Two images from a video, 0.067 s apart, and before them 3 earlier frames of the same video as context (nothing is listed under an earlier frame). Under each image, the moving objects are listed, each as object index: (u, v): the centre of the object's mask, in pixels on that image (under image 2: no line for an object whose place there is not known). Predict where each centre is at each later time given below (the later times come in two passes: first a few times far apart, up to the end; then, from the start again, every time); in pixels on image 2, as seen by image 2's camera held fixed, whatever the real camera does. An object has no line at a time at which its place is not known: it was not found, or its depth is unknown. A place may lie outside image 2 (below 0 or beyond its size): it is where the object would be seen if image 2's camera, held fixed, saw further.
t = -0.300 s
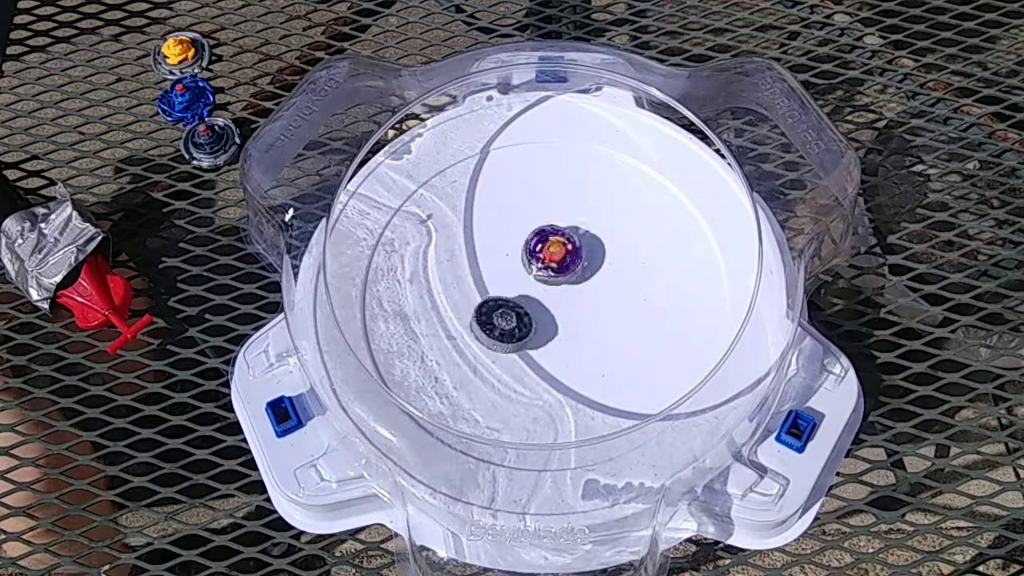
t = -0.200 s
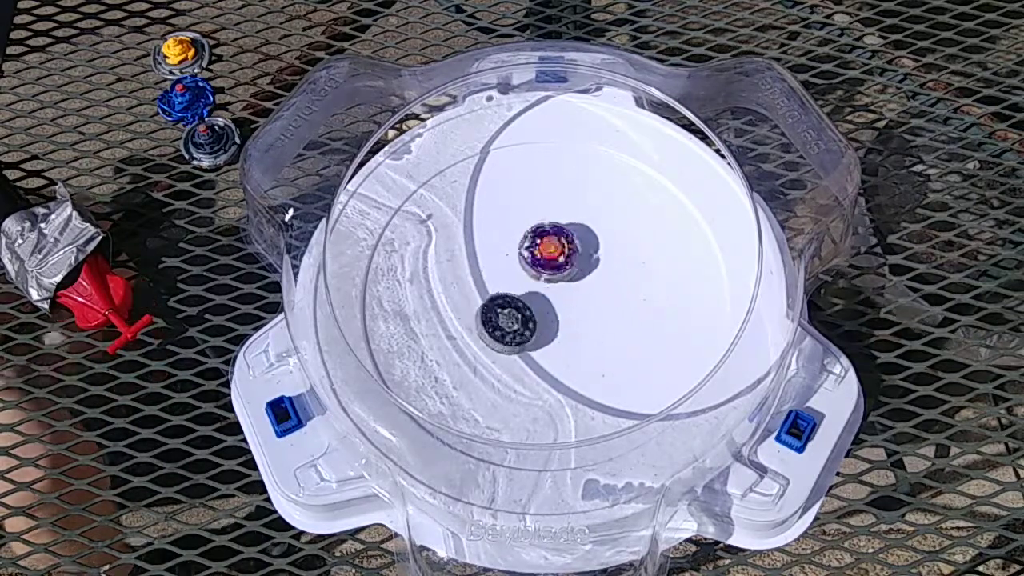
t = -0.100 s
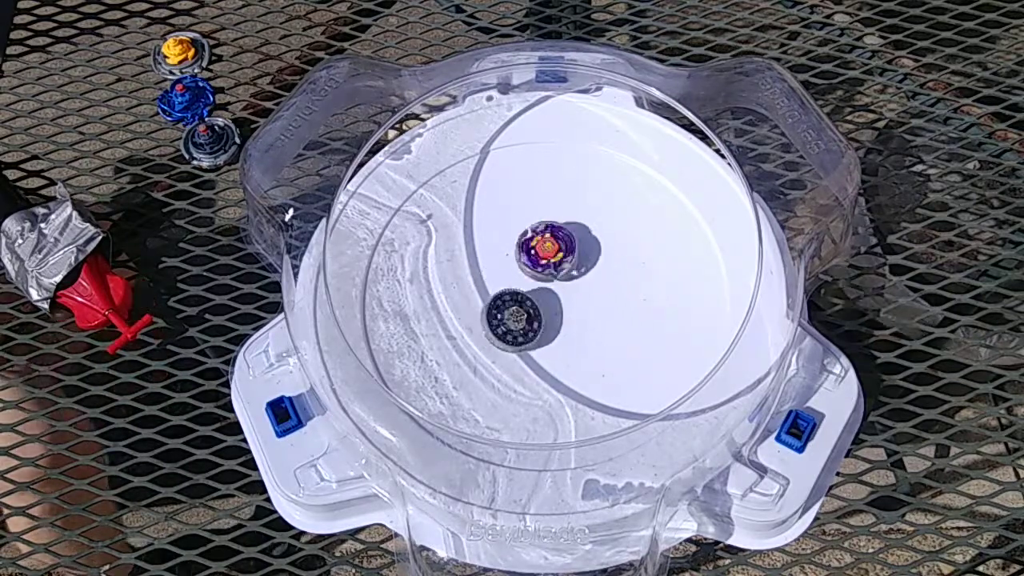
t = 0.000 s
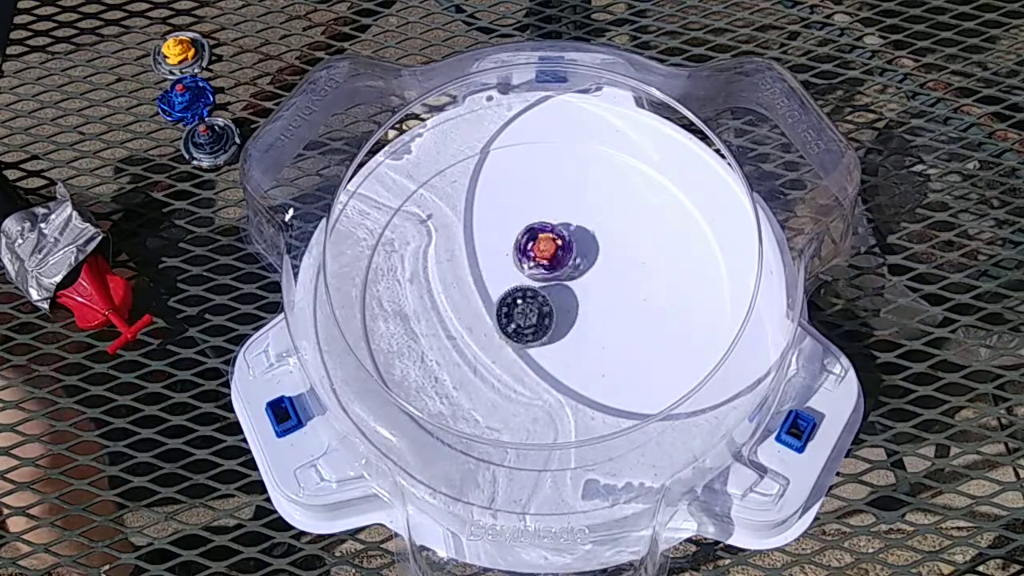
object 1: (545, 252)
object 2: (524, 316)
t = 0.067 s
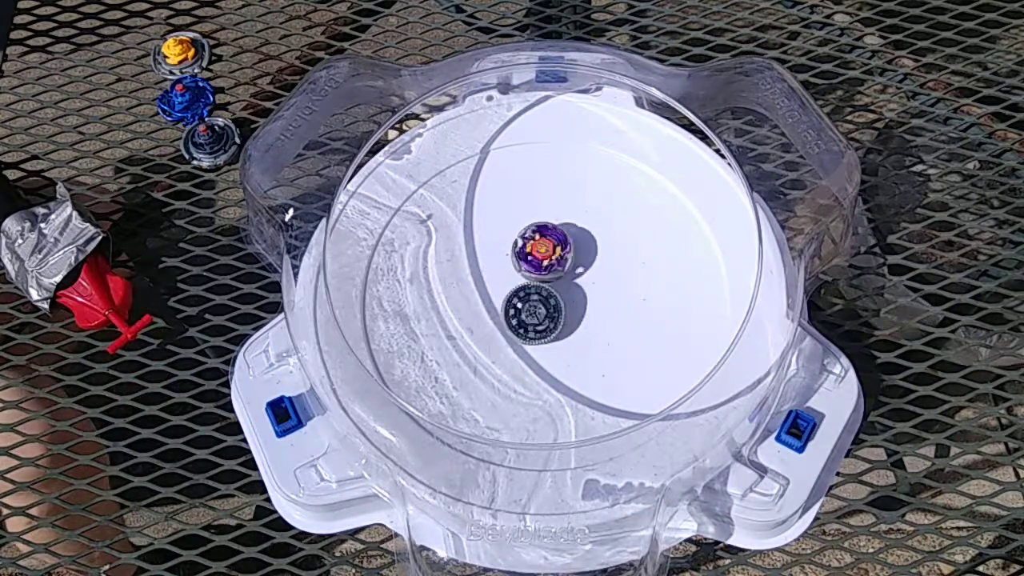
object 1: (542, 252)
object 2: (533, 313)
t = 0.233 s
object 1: (537, 256)
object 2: (553, 316)
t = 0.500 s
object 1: (528, 267)
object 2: (554, 331)
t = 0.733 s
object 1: (516, 271)
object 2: (531, 329)
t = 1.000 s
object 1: (509, 266)
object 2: (465, 302)
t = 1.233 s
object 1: (540, 277)
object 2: (473, 253)
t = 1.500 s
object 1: (557, 286)
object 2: (545, 228)
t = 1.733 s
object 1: (558, 306)
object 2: (604, 272)
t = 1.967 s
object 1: (543, 321)
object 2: (604, 347)
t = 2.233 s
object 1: (519, 320)
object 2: (531, 390)
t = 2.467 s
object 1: (506, 307)
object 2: (463, 355)
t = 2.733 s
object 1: (510, 290)
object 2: (450, 281)
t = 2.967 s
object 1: (528, 284)
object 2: (503, 236)
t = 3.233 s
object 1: (547, 294)
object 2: (584, 259)
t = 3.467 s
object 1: (550, 312)
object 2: (604, 325)
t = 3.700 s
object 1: (537, 325)
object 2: (563, 376)
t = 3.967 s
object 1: (515, 325)
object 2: (485, 360)
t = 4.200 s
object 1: (514, 306)
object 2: (461, 302)
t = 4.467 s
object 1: (524, 291)
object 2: (462, 243)
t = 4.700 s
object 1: (540, 288)
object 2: (473, 242)
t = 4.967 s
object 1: (550, 299)
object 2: (507, 238)
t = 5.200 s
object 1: (547, 314)
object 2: (501, 249)
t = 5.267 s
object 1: (545, 318)
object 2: (495, 252)
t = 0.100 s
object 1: (541, 252)
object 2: (538, 312)
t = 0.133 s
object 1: (541, 252)
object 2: (542, 313)
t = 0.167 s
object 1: (540, 253)
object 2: (546, 314)
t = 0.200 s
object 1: (539, 254)
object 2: (549, 314)
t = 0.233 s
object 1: (537, 256)
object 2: (553, 316)
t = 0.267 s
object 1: (537, 257)
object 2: (556, 318)
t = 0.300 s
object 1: (536, 258)
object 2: (557, 320)
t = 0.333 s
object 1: (535, 259)
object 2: (557, 323)
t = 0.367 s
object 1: (534, 261)
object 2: (558, 324)
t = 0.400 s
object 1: (532, 262)
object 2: (557, 327)
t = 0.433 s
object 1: (531, 264)
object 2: (556, 328)
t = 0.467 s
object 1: (530, 265)
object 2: (557, 329)
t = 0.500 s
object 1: (528, 267)
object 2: (554, 331)
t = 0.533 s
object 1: (526, 269)
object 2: (553, 331)
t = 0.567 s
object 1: (525, 271)
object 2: (552, 332)
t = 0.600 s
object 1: (523, 273)
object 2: (549, 331)
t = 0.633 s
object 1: (521, 275)
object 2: (547, 330)
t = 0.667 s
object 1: (520, 277)
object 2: (544, 328)
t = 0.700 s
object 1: (517, 277)
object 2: (541, 328)
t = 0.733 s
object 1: (516, 271)
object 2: (531, 329)
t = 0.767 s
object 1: (516, 267)
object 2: (520, 328)
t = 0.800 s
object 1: (513, 266)
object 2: (510, 326)
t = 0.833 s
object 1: (513, 266)
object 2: (497, 324)
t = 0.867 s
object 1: (512, 266)
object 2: (487, 320)
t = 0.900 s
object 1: (510, 265)
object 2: (479, 316)
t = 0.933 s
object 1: (510, 266)
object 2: (473, 311)
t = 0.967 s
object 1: (509, 266)
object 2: (468, 306)
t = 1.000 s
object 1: (509, 266)
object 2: (465, 302)
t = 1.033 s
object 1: (509, 264)
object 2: (462, 296)
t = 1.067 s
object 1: (512, 263)
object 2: (461, 292)
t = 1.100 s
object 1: (516, 264)
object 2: (460, 287)
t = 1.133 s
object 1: (524, 268)
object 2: (460, 279)
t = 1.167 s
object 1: (533, 272)
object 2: (463, 268)
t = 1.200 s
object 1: (537, 275)
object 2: (468, 260)
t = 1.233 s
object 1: (540, 277)
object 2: (473, 253)
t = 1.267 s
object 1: (542, 277)
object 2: (482, 245)
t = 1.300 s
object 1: (545, 278)
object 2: (490, 239)
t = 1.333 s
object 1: (547, 279)
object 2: (498, 234)
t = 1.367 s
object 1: (550, 280)
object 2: (507, 231)
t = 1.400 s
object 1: (551, 281)
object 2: (517, 228)
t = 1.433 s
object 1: (553, 282)
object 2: (526, 226)
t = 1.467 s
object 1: (555, 283)
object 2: (535, 226)
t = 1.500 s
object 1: (557, 286)
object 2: (545, 228)
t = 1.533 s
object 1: (557, 287)
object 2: (554, 230)
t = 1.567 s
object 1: (557, 291)
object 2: (564, 233)
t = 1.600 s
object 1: (559, 296)
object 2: (574, 238)
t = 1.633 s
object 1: (559, 299)
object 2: (582, 245)
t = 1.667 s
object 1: (559, 301)
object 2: (591, 253)
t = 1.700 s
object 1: (559, 304)
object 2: (598, 262)
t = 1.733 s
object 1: (558, 306)
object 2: (604, 272)
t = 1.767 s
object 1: (557, 309)
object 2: (608, 283)
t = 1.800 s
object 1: (554, 311)
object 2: (612, 294)
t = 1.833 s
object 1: (552, 313)
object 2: (613, 302)
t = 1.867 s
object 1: (550, 315)
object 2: (613, 315)
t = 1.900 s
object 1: (548, 317)
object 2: (612, 327)
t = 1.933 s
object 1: (545, 319)
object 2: (608, 338)
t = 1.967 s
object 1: (543, 321)
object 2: (604, 347)
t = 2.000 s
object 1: (541, 322)
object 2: (598, 356)
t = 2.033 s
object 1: (538, 321)
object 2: (592, 364)
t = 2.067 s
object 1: (533, 323)
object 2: (583, 372)
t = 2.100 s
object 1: (530, 323)
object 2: (574, 379)
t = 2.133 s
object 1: (527, 323)
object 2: (564, 384)
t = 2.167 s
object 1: (524, 322)
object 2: (554, 388)
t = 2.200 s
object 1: (522, 321)
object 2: (543, 390)
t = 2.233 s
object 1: (519, 320)
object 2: (531, 390)
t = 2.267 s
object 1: (516, 319)
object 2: (520, 389)
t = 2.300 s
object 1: (514, 317)
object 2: (510, 387)
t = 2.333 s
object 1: (512, 316)
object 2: (500, 383)
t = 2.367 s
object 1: (510, 313)
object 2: (490, 378)
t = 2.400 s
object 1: (508, 311)
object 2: (480, 371)
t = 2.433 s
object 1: (507, 310)
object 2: (471, 363)
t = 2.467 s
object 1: (506, 307)
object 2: (463, 355)
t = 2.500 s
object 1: (505, 305)
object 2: (456, 346)
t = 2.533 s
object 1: (506, 302)
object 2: (450, 336)
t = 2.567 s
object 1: (505, 300)
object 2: (447, 327)
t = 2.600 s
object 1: (506, 298)
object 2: (445, 318)
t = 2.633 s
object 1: (506, 296)
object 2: (443, 309)
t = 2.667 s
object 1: (508, 293)
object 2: (444, 300)
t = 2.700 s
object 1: (510, 292)
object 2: (447, 290)
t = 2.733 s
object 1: (510, 290)
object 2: (450, 281)
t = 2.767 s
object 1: (512, 289)
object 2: (454, 272)
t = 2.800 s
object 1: (515, 287)
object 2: (459, 264)
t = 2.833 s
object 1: (517, 286)
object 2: (466, 257)
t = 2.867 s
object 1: (520, 285)
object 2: (474, 251)
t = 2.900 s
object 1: (522, 285)
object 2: (483, 245)
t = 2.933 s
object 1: (525, 284)
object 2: (493, 240)
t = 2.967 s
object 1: (528, 284)
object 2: (503, 236)
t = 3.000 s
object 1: (531, 285)
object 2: (514, 233)
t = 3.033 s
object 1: (533, 285)
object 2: (526, 233)
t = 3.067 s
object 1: (536, 285)
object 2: (535, 234)
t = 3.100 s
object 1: (539, 287)
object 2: (544, 236)
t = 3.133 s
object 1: (540, 288)
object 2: (553, 238)
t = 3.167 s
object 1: (542, 290)
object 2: (565, 244)
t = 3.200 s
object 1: (545, 292)
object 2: (576, 251)
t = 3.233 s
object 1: (547, 294)
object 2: (584, 259)
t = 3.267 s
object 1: (548, 296)
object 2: (590, 268)
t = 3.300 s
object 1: (549, 299)
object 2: (593, 276)
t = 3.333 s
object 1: (551, 301)
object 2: (600, 286)
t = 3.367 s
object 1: (551, 304)
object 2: (604, 297)
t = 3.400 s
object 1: (551, 307)
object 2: (605, 309)
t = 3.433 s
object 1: (550, 309)
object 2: (604, 318)
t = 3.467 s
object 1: (550, 312)
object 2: (604, 325)
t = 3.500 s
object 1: (548, 315)
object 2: (601, 334)
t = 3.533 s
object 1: (547, 317)
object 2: (598, 344)
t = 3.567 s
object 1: (546, 319)
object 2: (591, 355)
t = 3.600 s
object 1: (544, 321)
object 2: (584, 363)
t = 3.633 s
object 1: (542, 322)
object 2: (579, 367)
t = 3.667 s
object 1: (539, 324)
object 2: (572, 372)
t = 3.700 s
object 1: (537, 325)
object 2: (563, 376)
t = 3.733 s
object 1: (533, 325)
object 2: (551, 380)
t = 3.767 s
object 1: (532, 327)
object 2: (539, 382)
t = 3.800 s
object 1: (529, 328)
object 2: (530, 383)
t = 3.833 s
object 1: (526, 328)
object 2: (522, 380)
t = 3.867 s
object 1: (523, 327)
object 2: (513, 377)
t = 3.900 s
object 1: (520, 326)
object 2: (504, 373)
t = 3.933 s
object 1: (518, 325)
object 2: (494, 367)
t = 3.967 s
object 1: (515, 325)
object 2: (485, 360)
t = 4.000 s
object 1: (514, 323)
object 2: (479, 352)
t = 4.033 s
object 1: (517, 319)
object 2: (473, 345)
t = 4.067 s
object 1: (517, 316)
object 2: (469, 337)
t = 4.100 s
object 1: (516, 314)
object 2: (466, 330)
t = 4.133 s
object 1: (515, 312)
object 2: (464, 321)
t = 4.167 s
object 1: (514, 308)
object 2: (462, 312)
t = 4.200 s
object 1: (514, 306)
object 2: (461, 302)
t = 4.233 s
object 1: (515, 304)
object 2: (461, 292)
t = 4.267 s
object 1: (515, 301)
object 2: (461, 283)
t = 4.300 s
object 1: (516, 300)
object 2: (462, 275)
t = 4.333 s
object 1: (516, 298)
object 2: (462, 268)
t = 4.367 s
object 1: (518, 296)
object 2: (462, 261)
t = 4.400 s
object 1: (520, 294)
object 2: (462, 254)
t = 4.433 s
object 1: (522, 292)
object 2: (462, 248)
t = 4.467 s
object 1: (524, 291)
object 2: (462, 243)
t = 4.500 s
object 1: (526, 289)
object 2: (462, 240)
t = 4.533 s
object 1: (528, 289)
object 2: (463, 238)
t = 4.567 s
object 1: (530, 288)
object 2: (463, 237)
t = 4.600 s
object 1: (533, 288)
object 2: (465, 238)
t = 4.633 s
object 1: (535, 288)
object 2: (466, 239)
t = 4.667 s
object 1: (538, 288)
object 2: (469, 240)
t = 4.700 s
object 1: (540, 288)
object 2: (473, 242)
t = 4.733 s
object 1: (542, 289)
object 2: (477, 243)
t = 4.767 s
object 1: (545, 290)
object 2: (483, 244)
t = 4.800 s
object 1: (545, 292)
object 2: (489, 244)
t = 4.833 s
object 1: (547, 292)
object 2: (494, 244)
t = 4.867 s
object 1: (548, 293)
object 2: (500, 243)
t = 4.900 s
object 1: (550, 295)
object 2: (503, 242)
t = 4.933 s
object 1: (550, 296)
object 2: (506, 240)
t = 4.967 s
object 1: (550, 299)
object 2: (507, 238)
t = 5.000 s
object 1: (550, 300)
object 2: (508, 238)
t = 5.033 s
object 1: (551, 303)
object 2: (508, 238)
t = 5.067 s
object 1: (550, 304)
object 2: (507, 239)
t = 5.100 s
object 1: (549, 307)
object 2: (507, 241)
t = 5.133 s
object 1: (549, 310)
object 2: (505, 244)
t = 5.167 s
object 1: (547, 312)
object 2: (503, 247)
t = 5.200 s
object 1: (547, 314)
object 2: (501, 249)
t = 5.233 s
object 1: (545, 315)
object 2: (498, 251)
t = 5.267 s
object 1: (545, 318)
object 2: (495, 252)
